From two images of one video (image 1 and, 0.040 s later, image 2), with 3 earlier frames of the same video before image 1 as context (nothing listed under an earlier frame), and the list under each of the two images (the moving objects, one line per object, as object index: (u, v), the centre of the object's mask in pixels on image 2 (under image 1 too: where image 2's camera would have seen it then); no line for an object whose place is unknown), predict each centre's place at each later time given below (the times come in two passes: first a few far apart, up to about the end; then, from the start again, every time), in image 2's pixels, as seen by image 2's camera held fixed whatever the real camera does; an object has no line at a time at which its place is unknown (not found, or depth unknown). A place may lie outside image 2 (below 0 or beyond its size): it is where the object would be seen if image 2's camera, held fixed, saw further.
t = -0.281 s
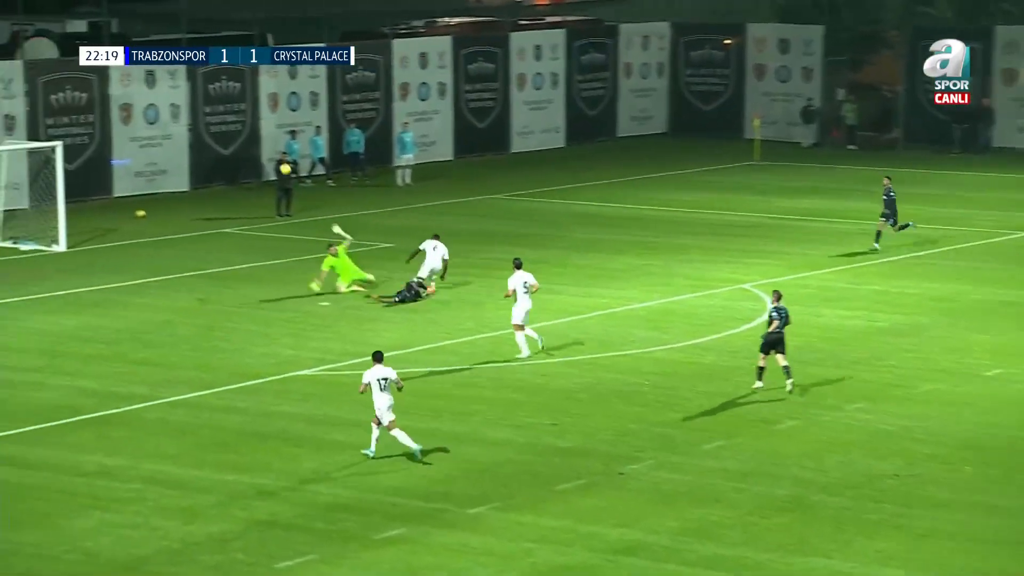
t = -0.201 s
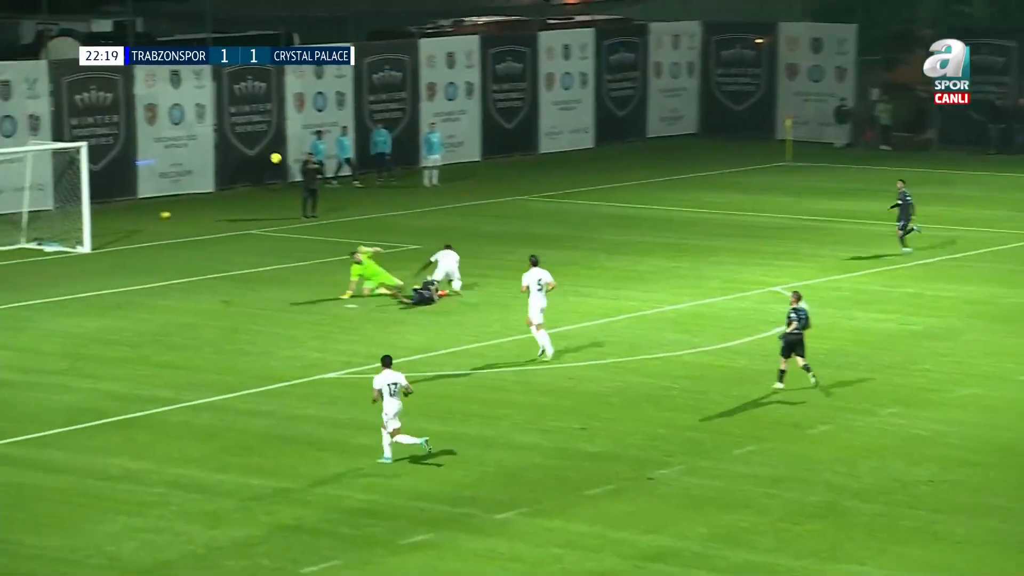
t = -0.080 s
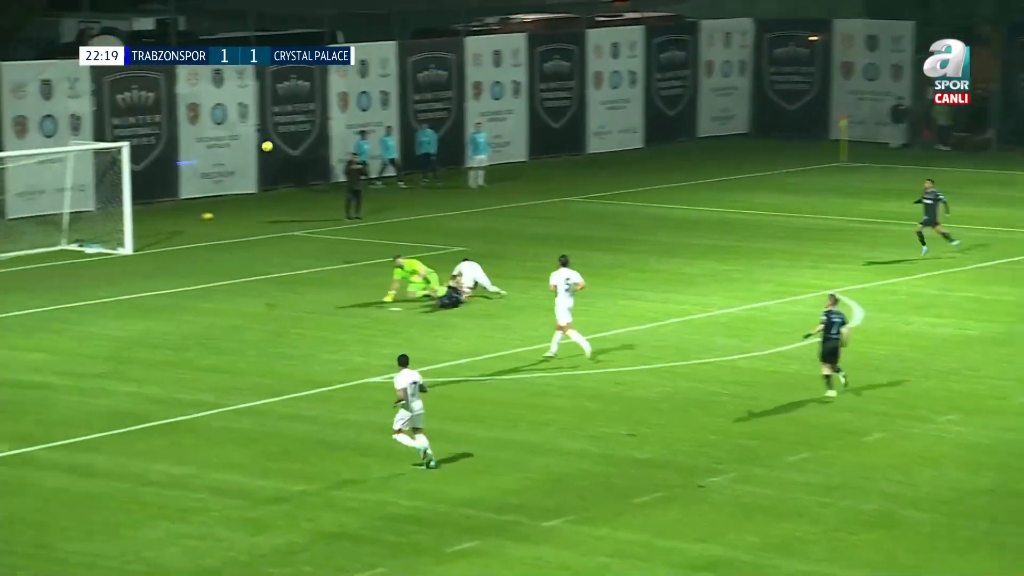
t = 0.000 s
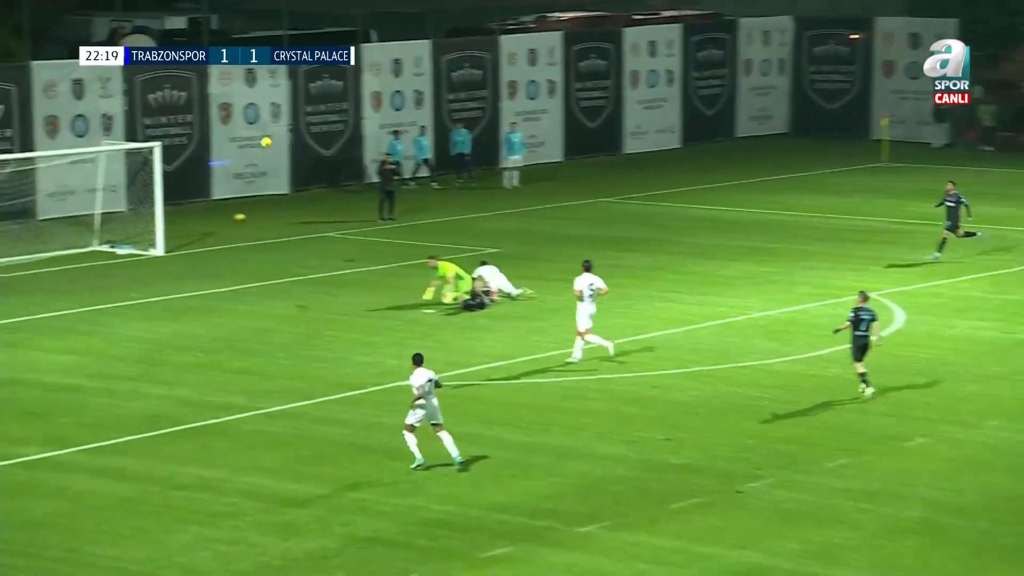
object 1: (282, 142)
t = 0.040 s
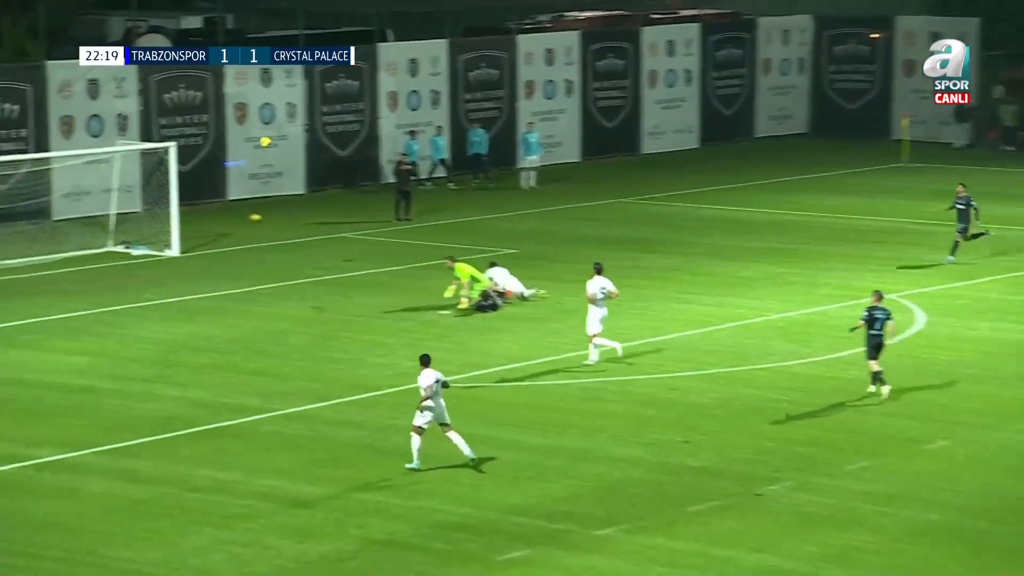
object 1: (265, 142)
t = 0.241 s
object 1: (187, 150)
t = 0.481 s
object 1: (98, 185)
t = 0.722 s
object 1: (18, 248)
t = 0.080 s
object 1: (249, 142)
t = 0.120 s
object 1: (233, 143)
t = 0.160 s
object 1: (218, 145)
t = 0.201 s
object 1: (202, 147)
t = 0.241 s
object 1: (187, 150)
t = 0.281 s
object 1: (171, 154)
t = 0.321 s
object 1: (156, 158)
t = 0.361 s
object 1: (141, 163)
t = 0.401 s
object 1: (127, 170)
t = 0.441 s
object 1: (112, 177)
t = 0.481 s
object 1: (98, 185)
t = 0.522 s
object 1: (84, 193)
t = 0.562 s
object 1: (70, 203)
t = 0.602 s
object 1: (56, 214)
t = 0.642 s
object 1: (43, 225)
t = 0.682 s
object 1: (30, 236)
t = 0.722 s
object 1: (18, 248)
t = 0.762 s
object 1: (5, 262)
